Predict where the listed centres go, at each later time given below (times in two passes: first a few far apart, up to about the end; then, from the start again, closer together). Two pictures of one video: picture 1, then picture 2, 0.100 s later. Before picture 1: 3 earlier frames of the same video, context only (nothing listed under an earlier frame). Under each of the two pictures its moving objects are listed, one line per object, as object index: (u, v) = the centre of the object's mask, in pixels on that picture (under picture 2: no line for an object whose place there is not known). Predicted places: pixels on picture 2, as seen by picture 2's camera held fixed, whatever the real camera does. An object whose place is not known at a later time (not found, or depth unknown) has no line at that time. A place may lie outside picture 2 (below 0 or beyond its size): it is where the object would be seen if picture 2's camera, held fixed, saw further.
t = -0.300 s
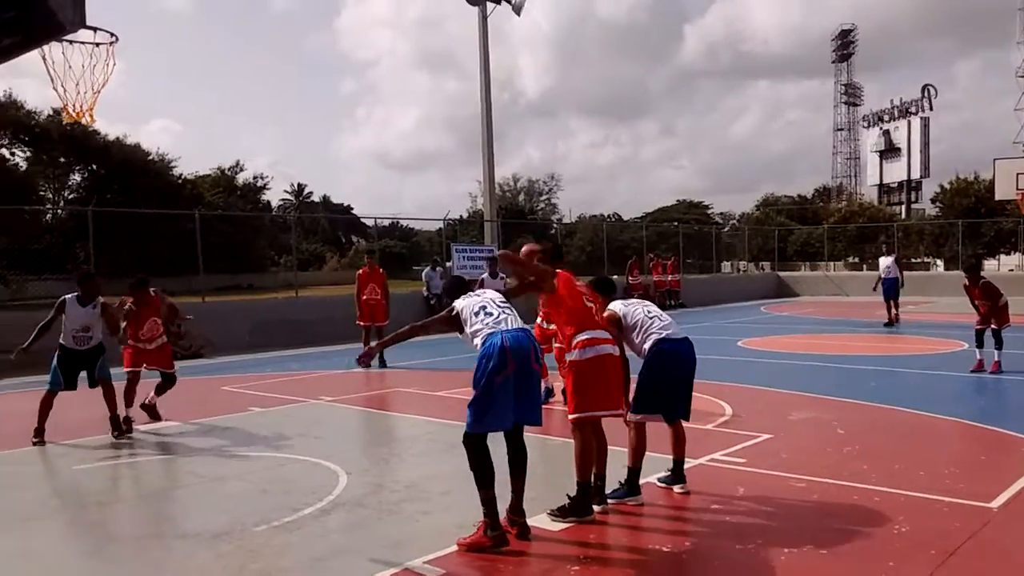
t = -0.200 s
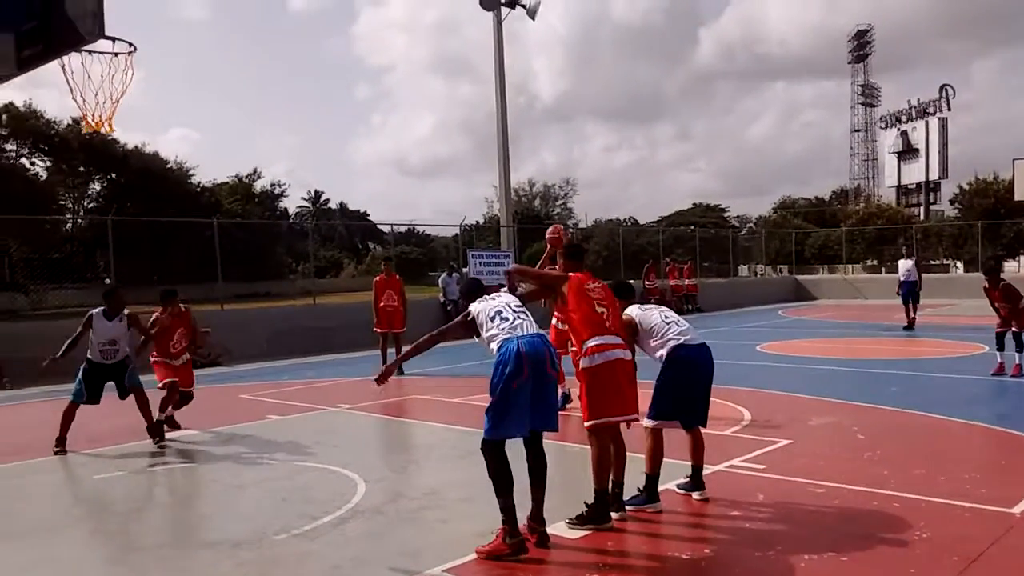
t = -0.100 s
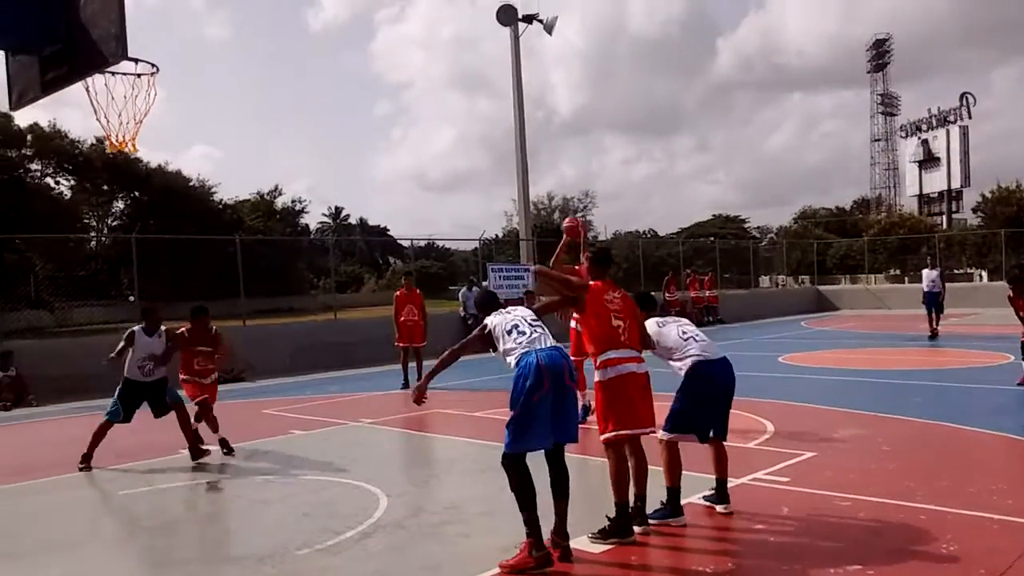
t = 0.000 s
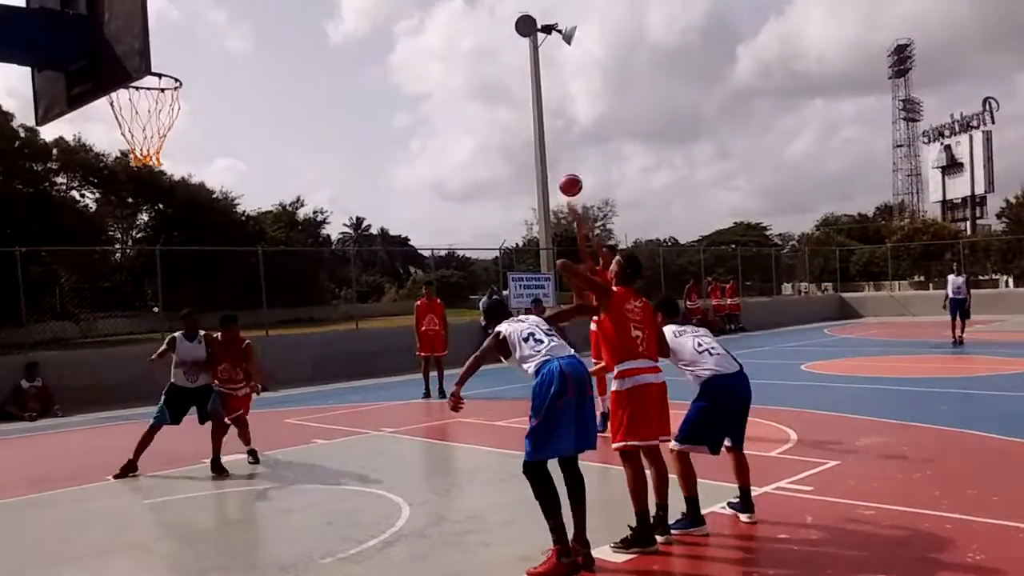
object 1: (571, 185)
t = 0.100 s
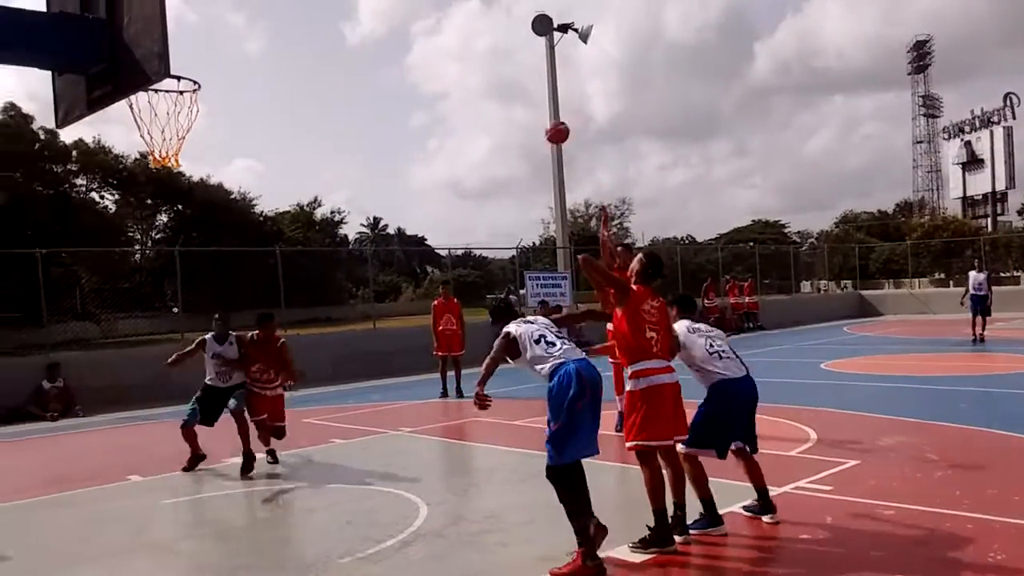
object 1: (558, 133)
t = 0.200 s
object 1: (525, 87)
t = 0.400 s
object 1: (460, 21)
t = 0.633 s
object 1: (374, -10)
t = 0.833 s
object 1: (293, 13)
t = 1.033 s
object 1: (203, 101)
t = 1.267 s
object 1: (139, 284)
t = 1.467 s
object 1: (84, 521)
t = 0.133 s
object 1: (547, 116)
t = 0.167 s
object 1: (535, 101)
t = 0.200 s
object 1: (525, 87)
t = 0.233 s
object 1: (514, 74)
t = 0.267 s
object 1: (504, 61)
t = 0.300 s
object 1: (494, 50)
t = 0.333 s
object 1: (483, 39)
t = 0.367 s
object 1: (471, 29)
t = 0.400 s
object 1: (460, 21)
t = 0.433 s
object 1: (448, 13)
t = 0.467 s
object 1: (436, 7)
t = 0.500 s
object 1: (425, 2)
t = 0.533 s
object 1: (414, -2)
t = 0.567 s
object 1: (400, -6)
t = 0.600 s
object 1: (387, -9)
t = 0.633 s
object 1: (374, -10)
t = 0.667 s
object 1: (362, -9)
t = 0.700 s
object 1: (349, -8)
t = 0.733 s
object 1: (335, -5)
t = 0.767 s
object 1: (322, -1)
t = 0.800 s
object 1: (308, 6)
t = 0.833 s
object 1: (293, 13)
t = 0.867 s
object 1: (278, 22)
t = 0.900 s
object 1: (261, 34)
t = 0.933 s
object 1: (246, 48)
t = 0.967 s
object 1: (233, 64)
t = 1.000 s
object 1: (218, 81)
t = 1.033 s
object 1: (203, 101)
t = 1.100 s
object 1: (183, 144)
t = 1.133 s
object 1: (175, 168)
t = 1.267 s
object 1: (139, 284)
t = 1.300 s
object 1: (127, 319)
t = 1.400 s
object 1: (102, 433)
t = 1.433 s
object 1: (93, 476)
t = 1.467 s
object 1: (84, 521)
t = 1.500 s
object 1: (78, 527)
